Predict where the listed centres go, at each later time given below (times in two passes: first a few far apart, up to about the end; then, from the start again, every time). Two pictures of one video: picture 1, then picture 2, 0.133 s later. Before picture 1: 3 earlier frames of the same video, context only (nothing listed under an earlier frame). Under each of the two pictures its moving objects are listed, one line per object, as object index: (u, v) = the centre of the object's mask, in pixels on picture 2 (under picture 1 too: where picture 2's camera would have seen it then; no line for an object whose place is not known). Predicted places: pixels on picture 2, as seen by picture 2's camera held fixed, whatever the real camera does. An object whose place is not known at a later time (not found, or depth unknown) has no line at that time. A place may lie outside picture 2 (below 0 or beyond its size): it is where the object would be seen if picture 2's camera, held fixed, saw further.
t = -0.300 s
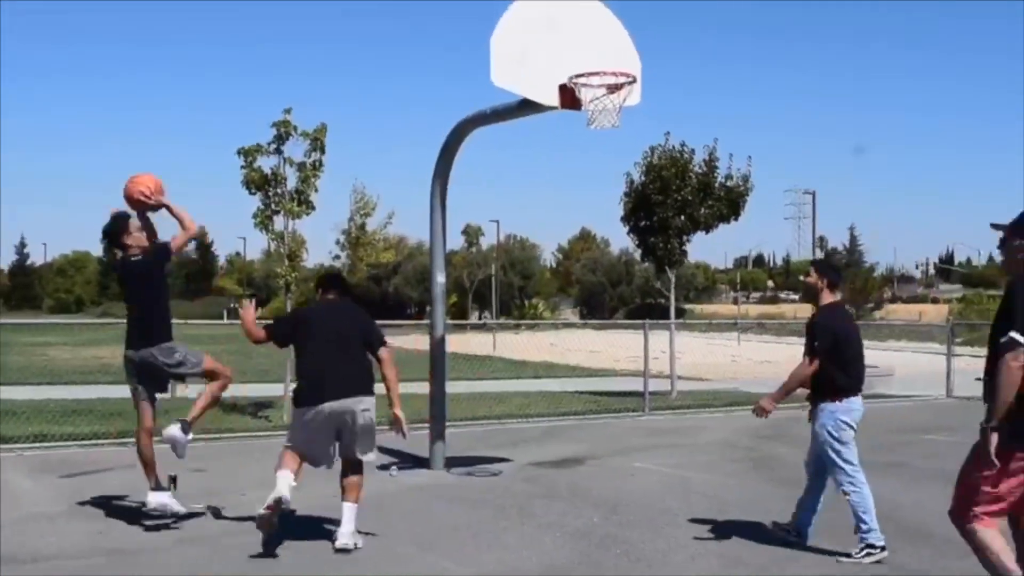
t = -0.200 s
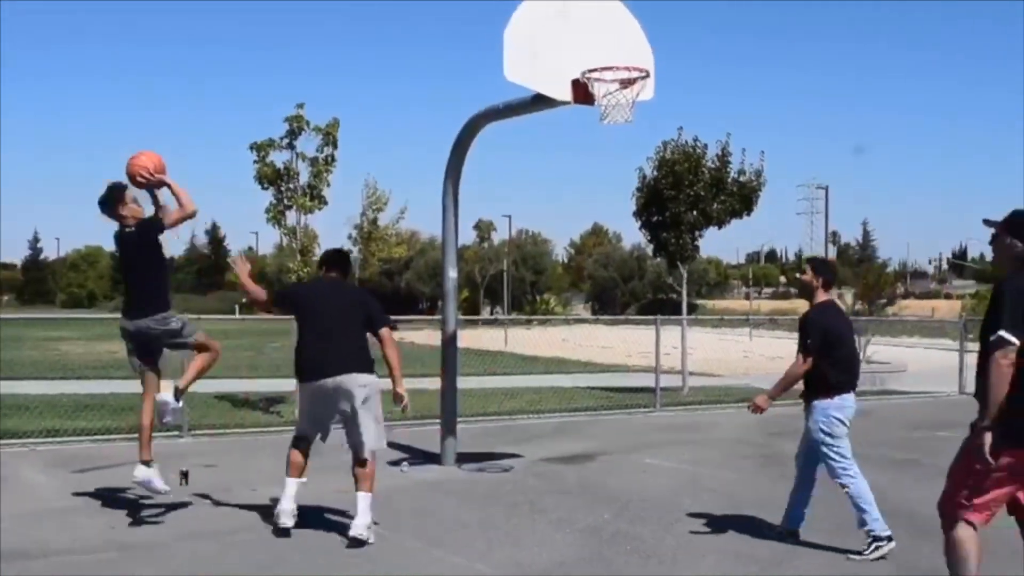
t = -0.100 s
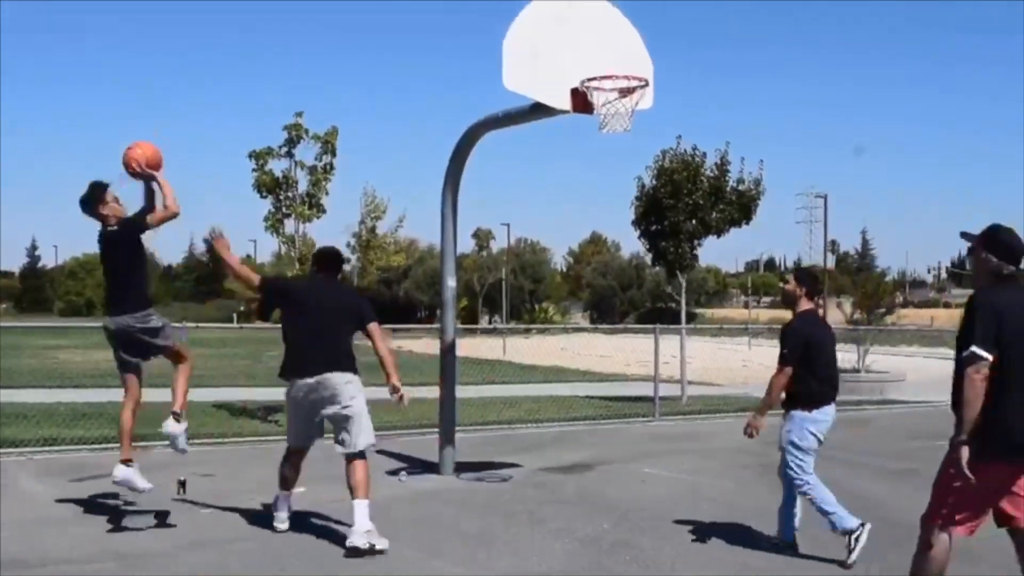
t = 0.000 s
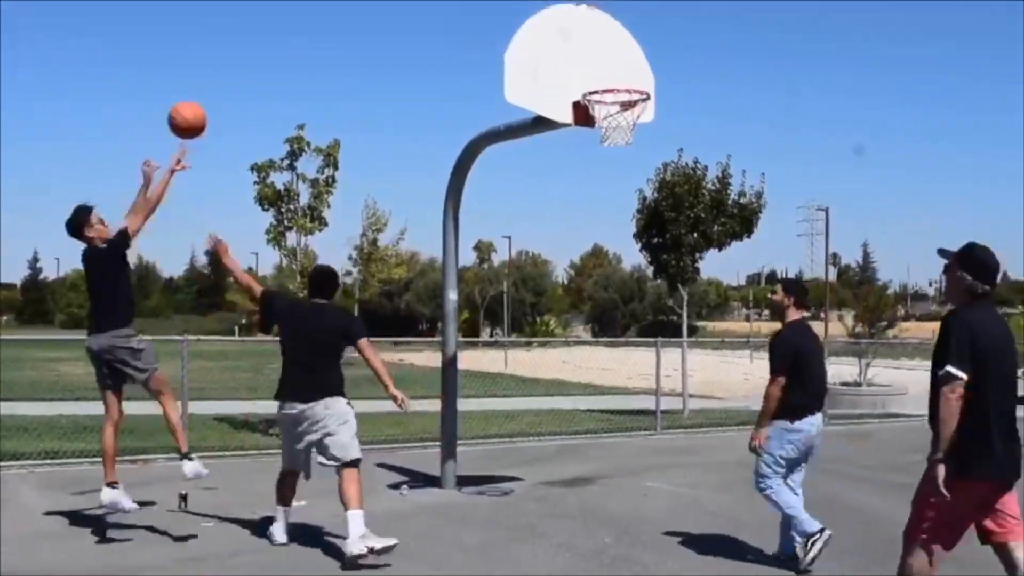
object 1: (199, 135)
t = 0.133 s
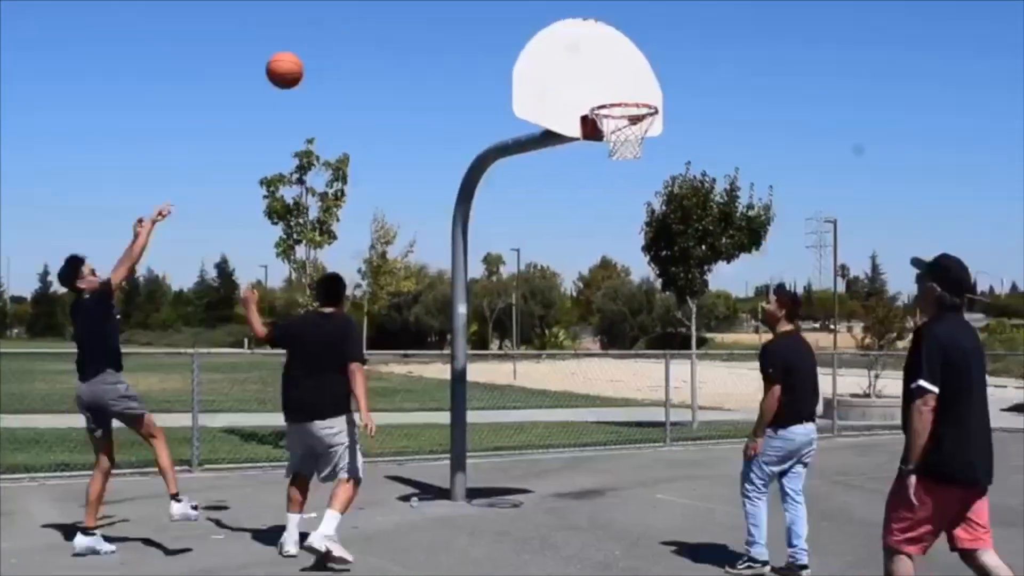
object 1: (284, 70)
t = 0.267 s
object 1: (368, 34)
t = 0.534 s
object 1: (525, 41)
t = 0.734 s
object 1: (634, 110)
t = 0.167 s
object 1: (306, 59)
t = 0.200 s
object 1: (328, 48)
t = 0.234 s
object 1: (348, 40)
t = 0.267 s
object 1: (368, 34)
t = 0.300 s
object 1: (388, 29)
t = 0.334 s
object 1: (409, 26)
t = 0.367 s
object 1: (430, 25)
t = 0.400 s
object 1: (449, 25)
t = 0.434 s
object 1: (469, 26)
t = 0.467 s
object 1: (487, 30)
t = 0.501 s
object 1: (506, 34)
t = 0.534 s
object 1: (525, 41)
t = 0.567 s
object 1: (544, 49)
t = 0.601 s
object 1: (563, 58)
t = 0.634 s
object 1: (581, 69)
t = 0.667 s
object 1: (599, 81)
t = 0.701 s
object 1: (617, 95)
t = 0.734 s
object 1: (634, 110)
